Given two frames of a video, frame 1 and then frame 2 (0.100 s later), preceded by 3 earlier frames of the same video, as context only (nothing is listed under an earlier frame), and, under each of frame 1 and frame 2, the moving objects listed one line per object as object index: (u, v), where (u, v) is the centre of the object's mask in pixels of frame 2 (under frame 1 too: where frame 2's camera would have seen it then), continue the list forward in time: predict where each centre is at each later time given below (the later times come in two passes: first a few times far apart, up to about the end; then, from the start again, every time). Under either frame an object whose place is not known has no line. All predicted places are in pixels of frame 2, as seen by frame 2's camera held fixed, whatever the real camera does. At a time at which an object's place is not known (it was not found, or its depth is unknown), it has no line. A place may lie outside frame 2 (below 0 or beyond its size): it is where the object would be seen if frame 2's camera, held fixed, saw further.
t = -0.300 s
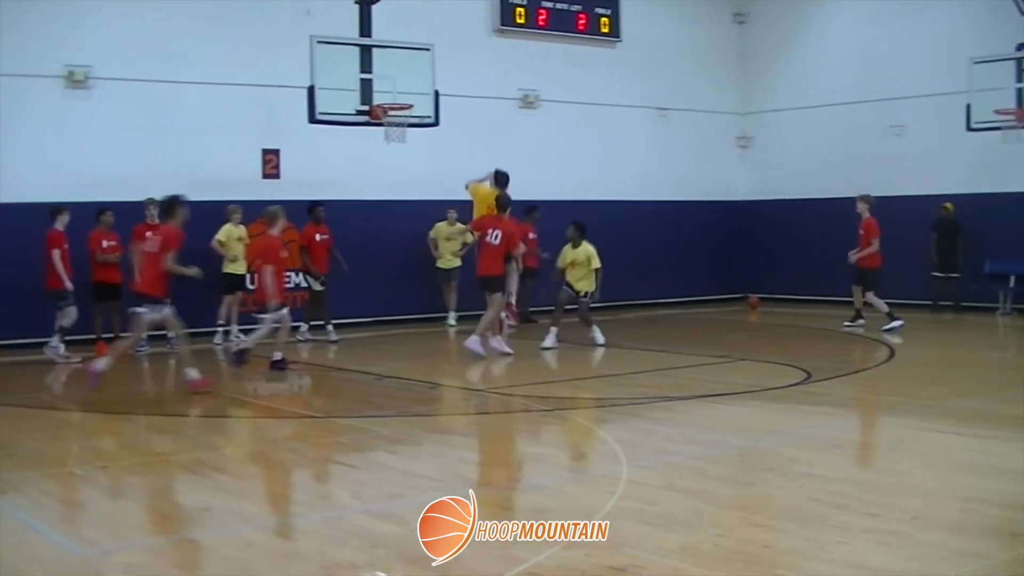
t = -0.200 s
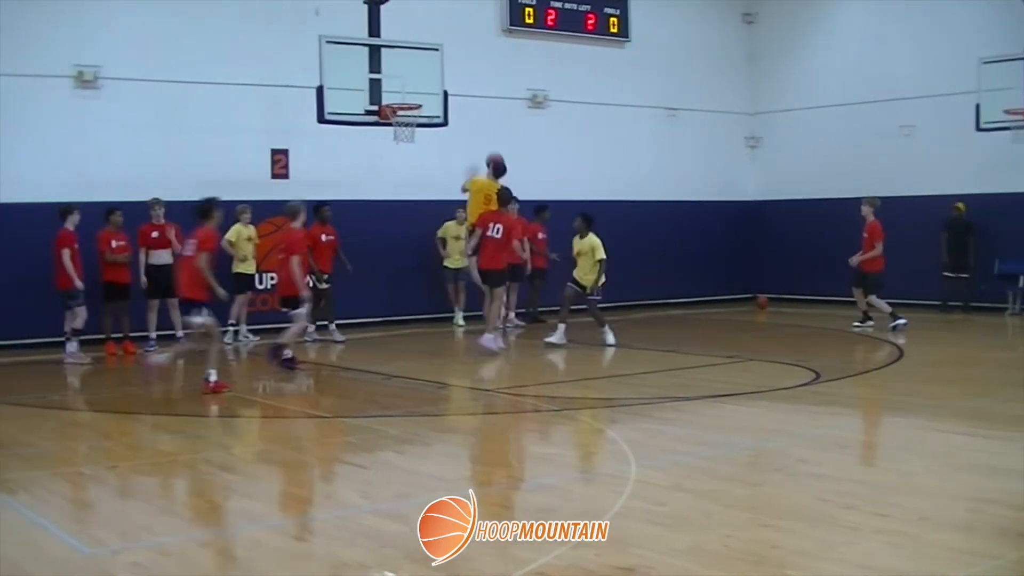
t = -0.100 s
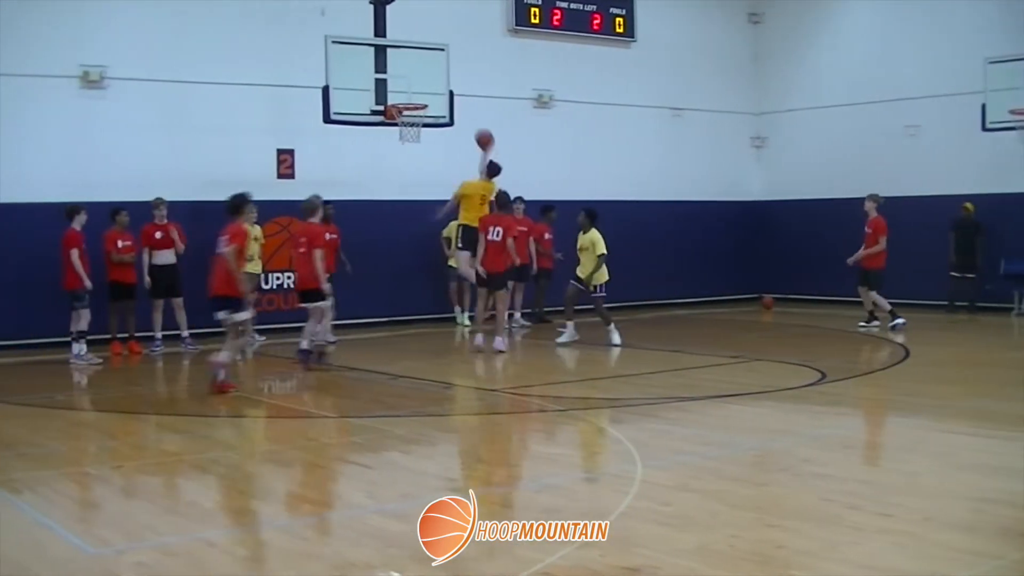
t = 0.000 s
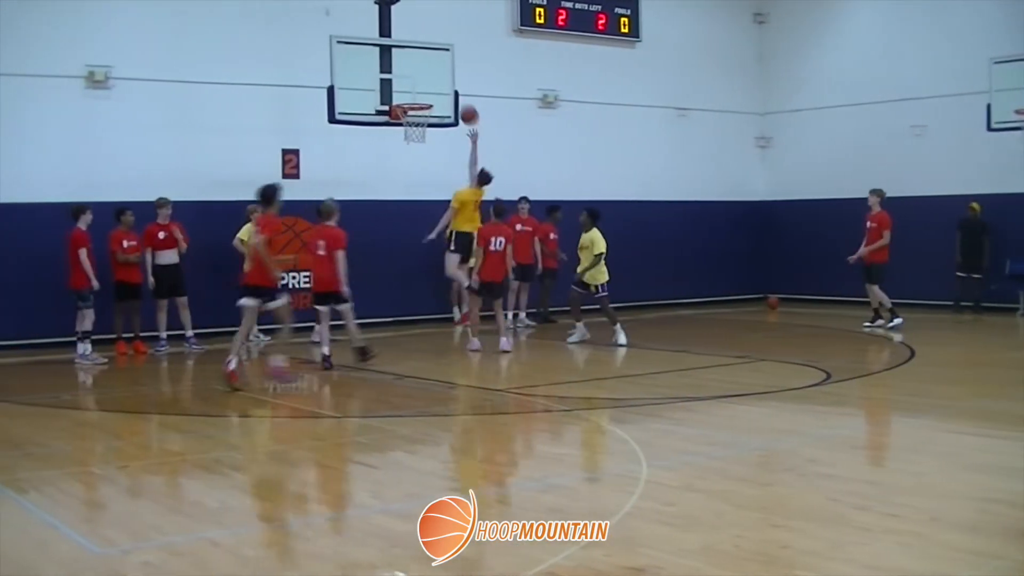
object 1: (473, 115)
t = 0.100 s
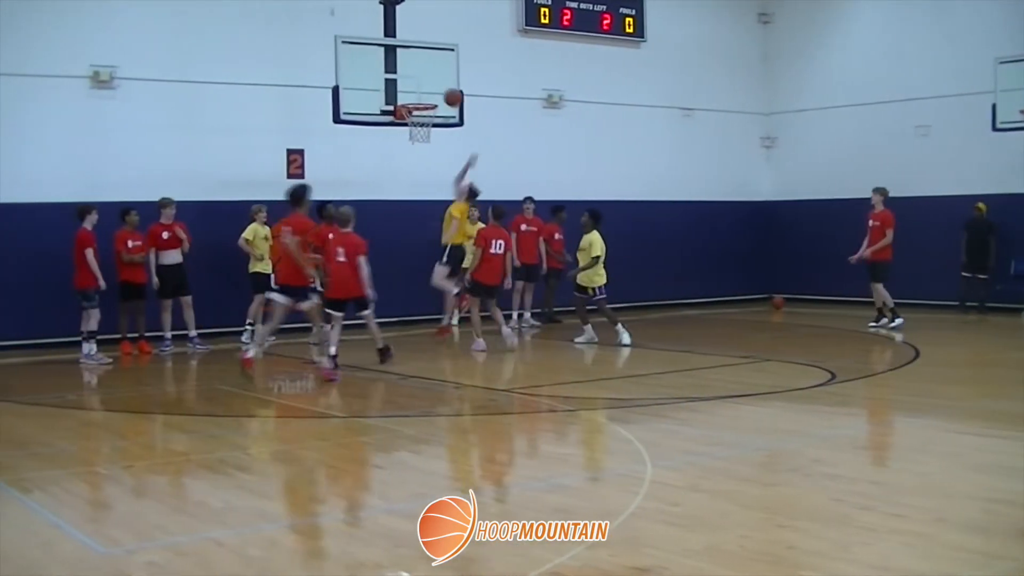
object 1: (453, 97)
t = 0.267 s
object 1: (431, 84)
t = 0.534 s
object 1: (427, 96)
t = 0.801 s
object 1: (424, 110)
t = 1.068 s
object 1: (435, 135)
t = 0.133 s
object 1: (446, 93)
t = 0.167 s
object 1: (440, 90)
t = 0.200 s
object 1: (433, 88)
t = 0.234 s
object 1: (431, 85)
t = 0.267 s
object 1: (431, 84)
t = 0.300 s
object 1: (431, 83)
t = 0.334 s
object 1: (430, 83)
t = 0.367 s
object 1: (430, 84)
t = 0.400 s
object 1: (430, 86)
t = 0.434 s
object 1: (430, 88)
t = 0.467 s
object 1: (430, 92)
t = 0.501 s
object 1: (429, 95)
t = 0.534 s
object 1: (427, 96)
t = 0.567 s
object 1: (424, 95)
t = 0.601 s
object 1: (421, 96)
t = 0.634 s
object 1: (418, 97)
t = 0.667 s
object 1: (415, 99)
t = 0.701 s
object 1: (413, 103)
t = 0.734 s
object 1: (416, 104)
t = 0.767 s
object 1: (420, 106)
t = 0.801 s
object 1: (424, 110)
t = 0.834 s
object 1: (427, 111)
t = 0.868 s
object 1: (433, 116)
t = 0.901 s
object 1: (434, 122)
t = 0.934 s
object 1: (435, 124)
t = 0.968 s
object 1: (436, 126)
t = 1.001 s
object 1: (436, 128)
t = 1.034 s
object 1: (436, 131)
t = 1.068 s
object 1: (435, 135)
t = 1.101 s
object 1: (434, 139)
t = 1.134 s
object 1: (433, 145)
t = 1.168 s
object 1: (433, 152)
